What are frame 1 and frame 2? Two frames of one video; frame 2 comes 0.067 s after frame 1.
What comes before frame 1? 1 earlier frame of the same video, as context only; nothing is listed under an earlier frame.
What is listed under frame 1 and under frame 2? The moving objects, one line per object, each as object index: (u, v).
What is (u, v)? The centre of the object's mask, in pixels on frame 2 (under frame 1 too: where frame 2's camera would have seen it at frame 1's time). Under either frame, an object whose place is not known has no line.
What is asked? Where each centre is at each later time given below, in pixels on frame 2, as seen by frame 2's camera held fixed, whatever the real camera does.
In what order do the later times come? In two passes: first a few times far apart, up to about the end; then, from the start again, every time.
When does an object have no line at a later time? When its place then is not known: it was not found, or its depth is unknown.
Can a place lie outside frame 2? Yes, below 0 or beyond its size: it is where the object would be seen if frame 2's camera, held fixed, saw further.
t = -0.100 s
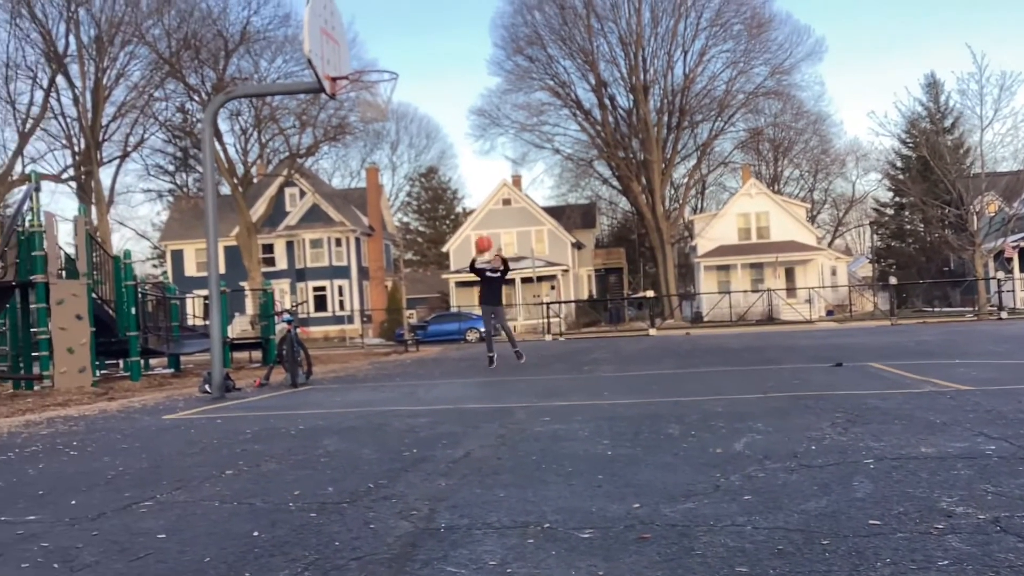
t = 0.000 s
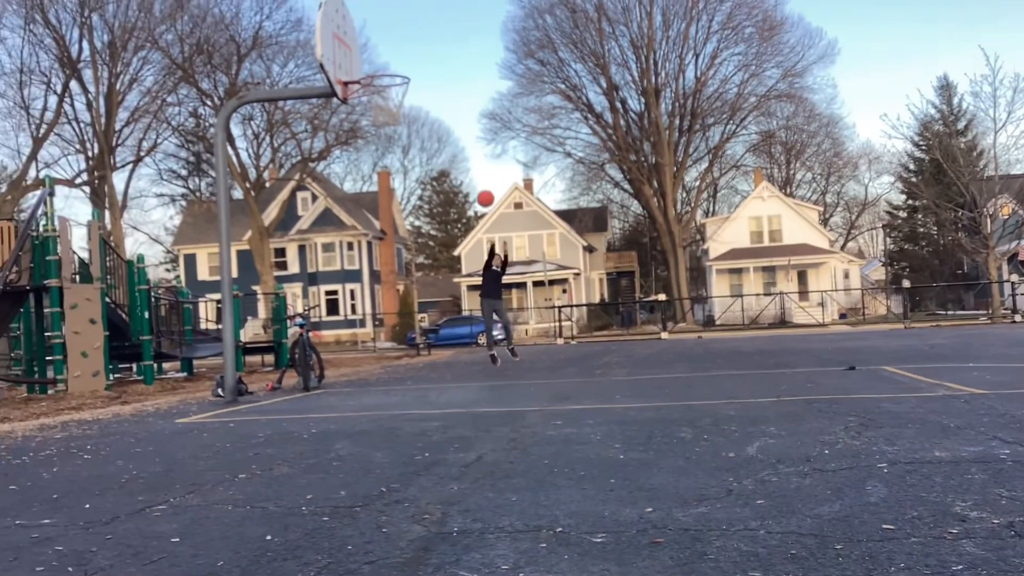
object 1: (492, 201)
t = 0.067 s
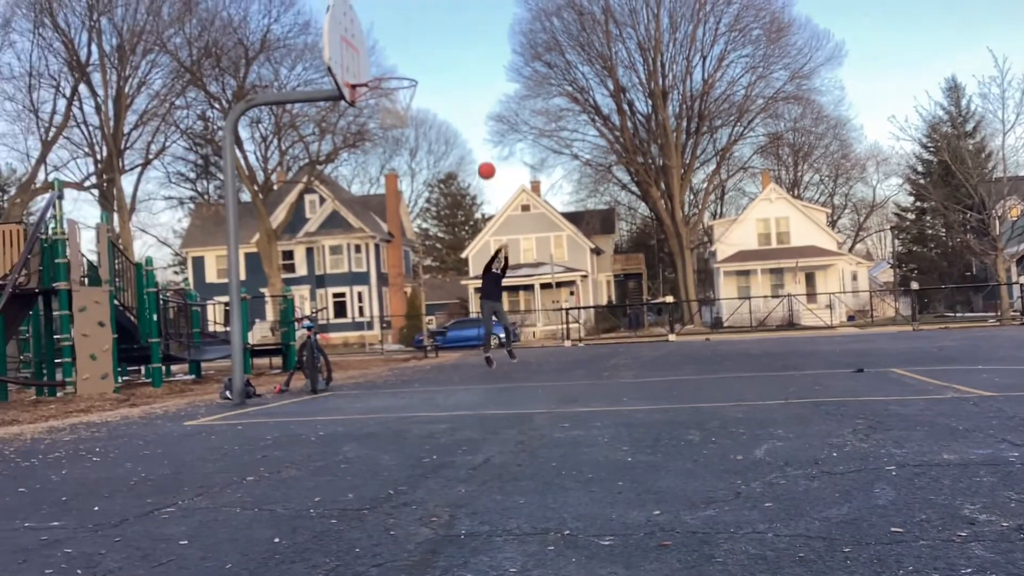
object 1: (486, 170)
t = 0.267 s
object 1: (468, 95)
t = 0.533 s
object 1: (443, 35)
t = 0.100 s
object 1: (483, 156)
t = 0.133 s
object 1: (480, 143)
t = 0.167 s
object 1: (477, 130)
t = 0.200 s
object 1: (474, 118)
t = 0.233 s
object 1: (471, 106)
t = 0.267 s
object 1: (468, 95)
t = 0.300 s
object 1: (465, 85)
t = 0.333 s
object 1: (462, 76)
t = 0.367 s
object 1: (458, 67)
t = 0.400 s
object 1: (455, 59)
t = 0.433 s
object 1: (452, 52)
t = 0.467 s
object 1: (449, 45)
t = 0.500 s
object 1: (446, 40)
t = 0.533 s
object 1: (443, 35)
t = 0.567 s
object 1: (440, 31)
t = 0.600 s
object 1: (437, 28)
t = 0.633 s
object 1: (434, 26)
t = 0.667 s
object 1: (430, 25)
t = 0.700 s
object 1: (427, 25)
